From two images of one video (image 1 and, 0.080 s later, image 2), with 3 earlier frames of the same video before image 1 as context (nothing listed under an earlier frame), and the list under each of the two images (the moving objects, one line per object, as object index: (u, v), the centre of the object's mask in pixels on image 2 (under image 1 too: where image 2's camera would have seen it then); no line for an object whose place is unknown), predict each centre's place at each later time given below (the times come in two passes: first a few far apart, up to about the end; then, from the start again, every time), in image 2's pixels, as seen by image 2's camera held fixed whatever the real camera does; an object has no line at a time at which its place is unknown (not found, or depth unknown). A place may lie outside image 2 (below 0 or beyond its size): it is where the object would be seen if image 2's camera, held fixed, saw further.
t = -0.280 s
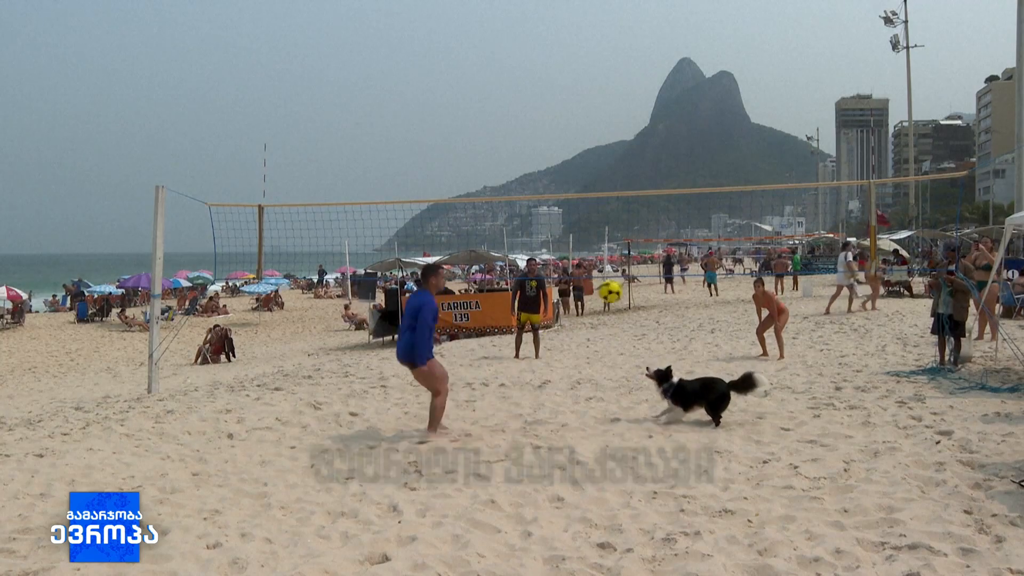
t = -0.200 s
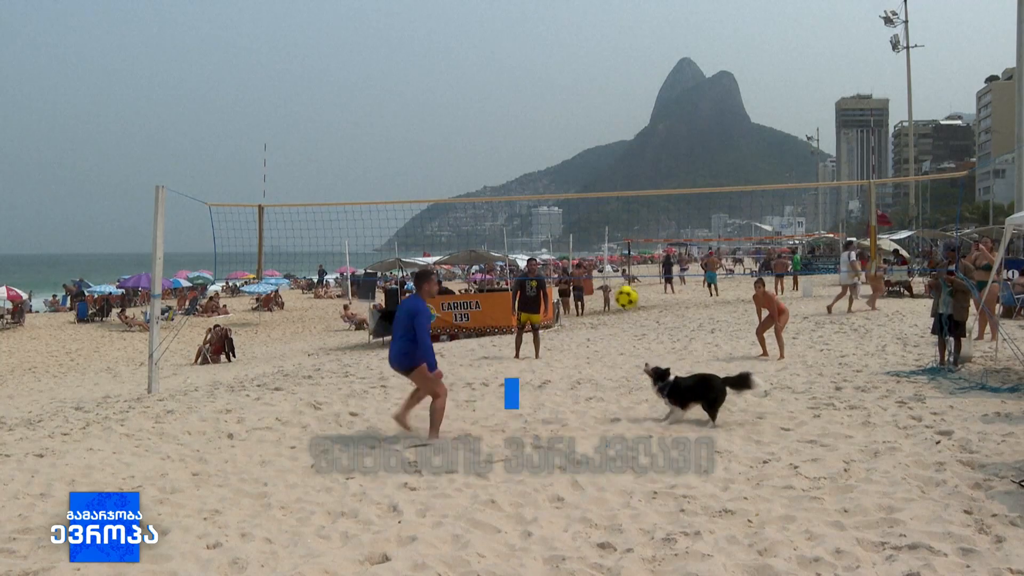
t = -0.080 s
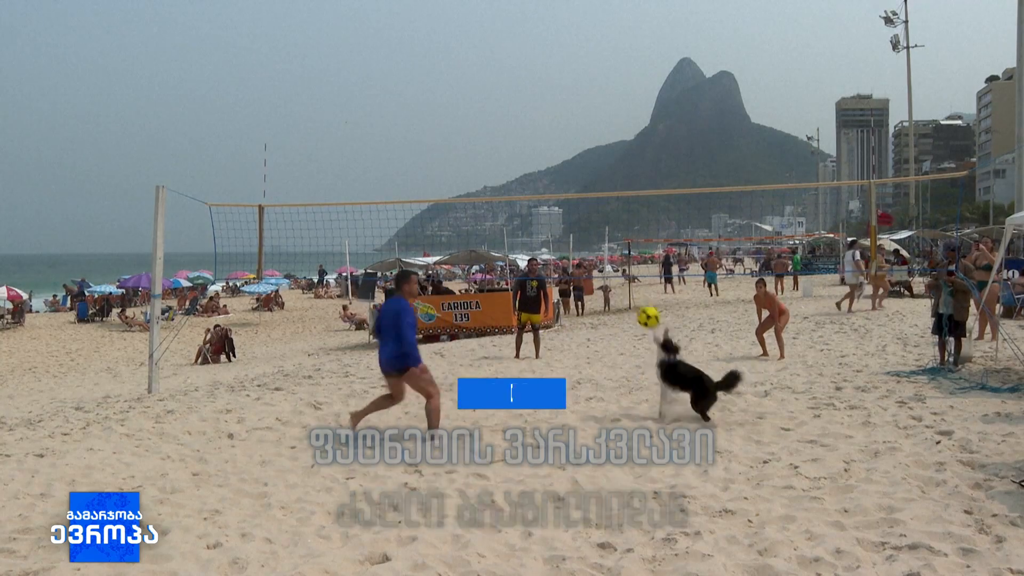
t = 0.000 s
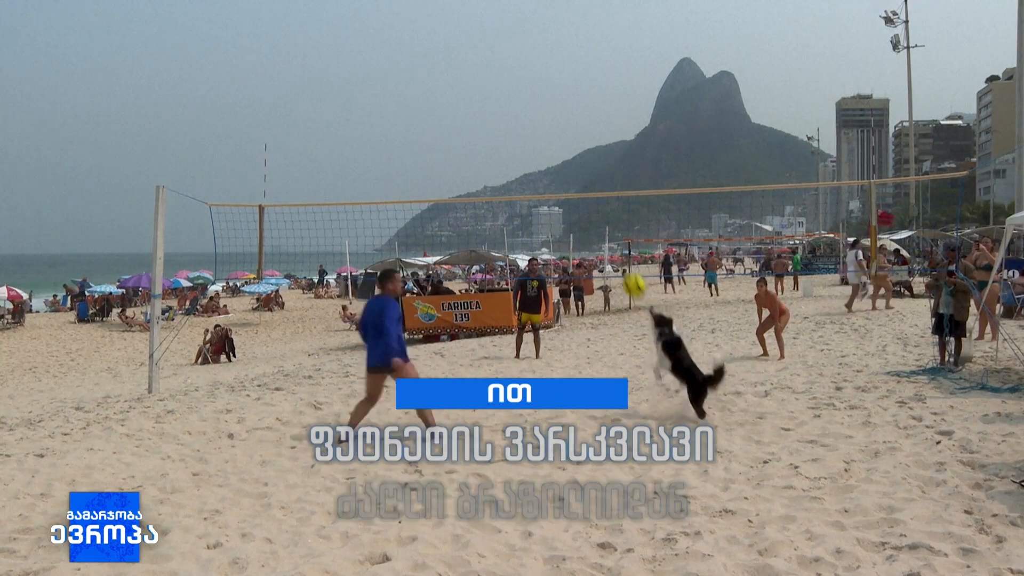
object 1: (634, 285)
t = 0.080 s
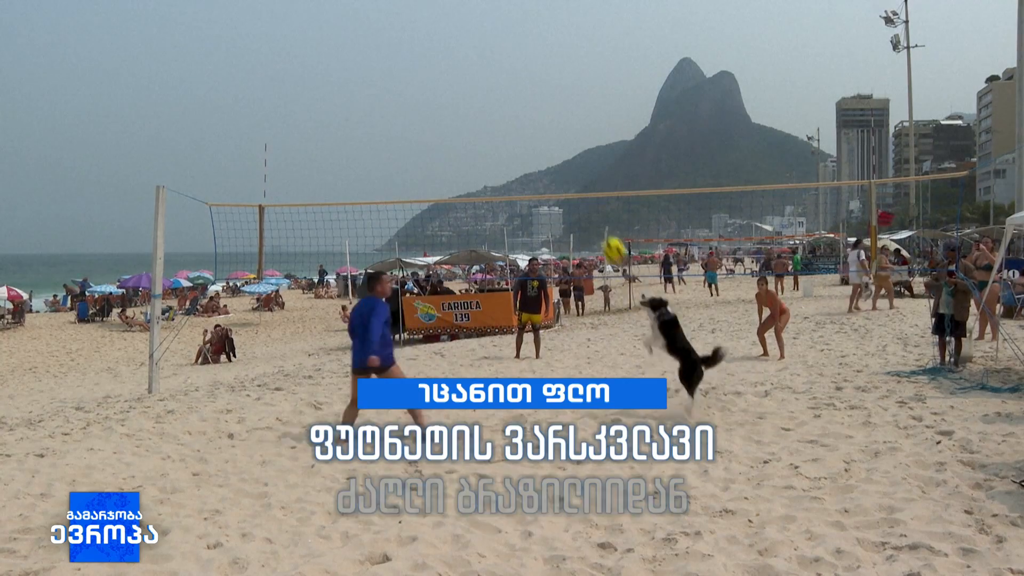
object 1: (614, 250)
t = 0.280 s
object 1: (558, 179)
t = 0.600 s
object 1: (471, 152)
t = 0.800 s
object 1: (423, 187)
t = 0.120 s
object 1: (601, 231)
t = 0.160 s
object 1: (590, 216)
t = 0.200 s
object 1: (578, 201)
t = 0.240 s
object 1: (568, 189)
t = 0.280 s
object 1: (558, 179)
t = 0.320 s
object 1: (545, 169)
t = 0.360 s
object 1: (535, 162)
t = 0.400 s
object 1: (523, 156)
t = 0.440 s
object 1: (513, 152)
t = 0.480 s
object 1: (503, 150)
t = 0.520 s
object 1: (492, 148)
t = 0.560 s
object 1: (482, 150)
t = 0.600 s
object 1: (471, 152)
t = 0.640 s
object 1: (461, 156)
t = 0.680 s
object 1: (452, 161)
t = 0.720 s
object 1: (442, 168)
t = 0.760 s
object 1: (432, 177)
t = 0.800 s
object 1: (423, 187)
